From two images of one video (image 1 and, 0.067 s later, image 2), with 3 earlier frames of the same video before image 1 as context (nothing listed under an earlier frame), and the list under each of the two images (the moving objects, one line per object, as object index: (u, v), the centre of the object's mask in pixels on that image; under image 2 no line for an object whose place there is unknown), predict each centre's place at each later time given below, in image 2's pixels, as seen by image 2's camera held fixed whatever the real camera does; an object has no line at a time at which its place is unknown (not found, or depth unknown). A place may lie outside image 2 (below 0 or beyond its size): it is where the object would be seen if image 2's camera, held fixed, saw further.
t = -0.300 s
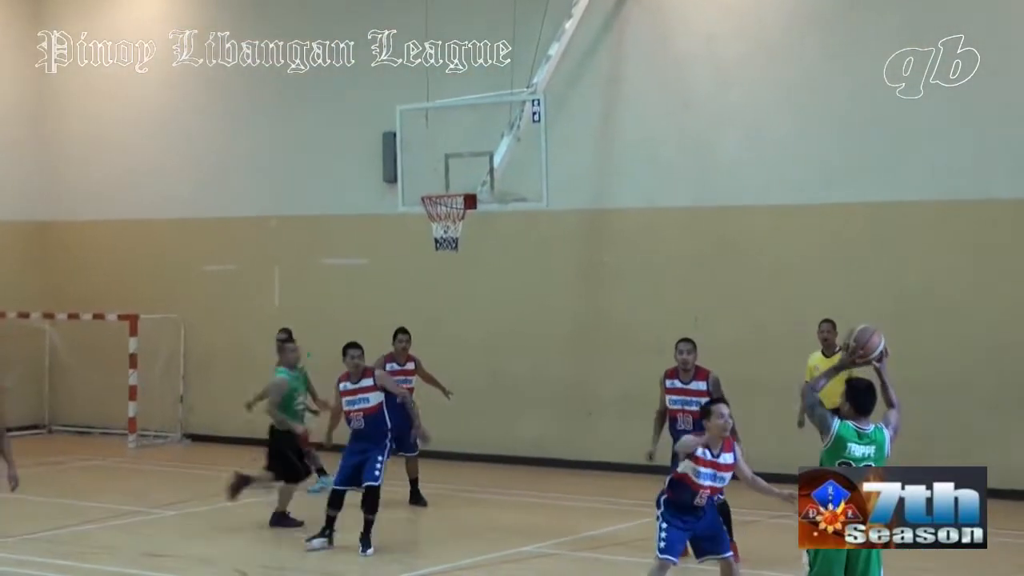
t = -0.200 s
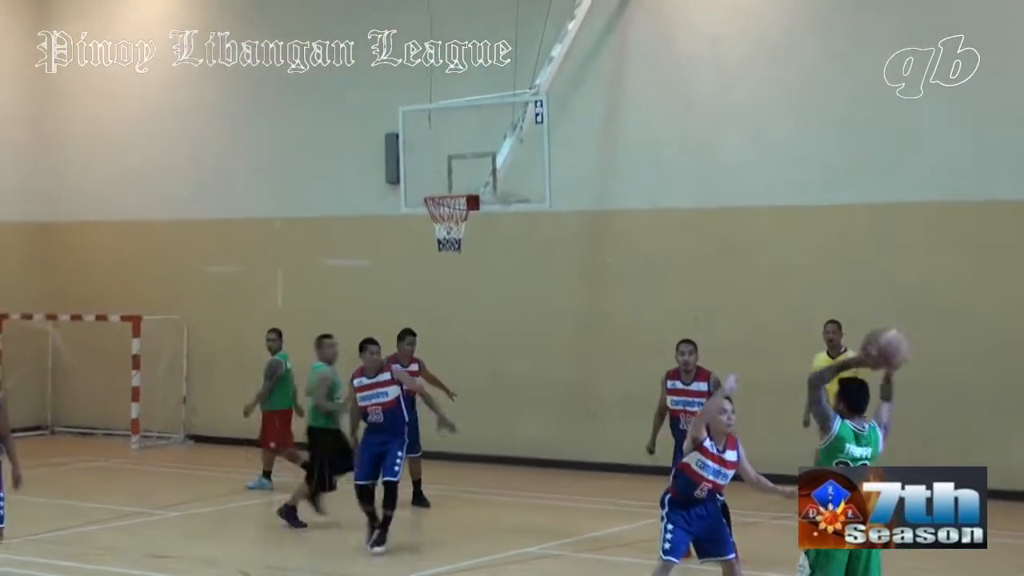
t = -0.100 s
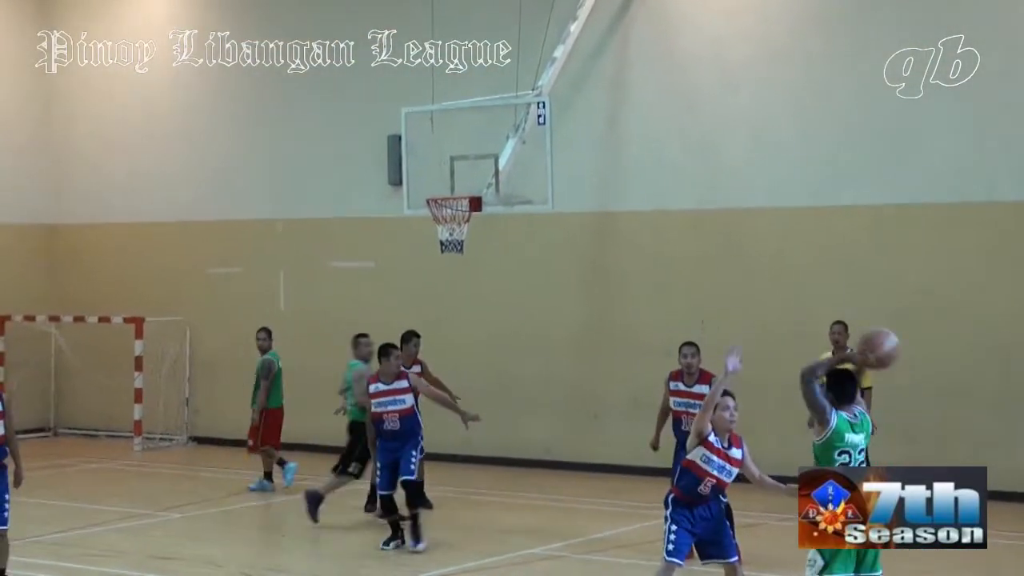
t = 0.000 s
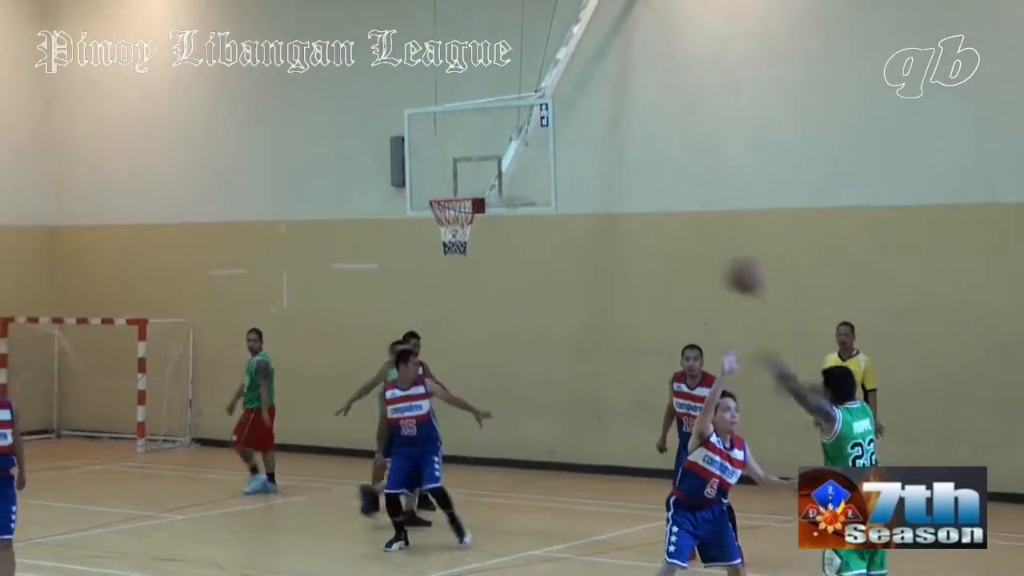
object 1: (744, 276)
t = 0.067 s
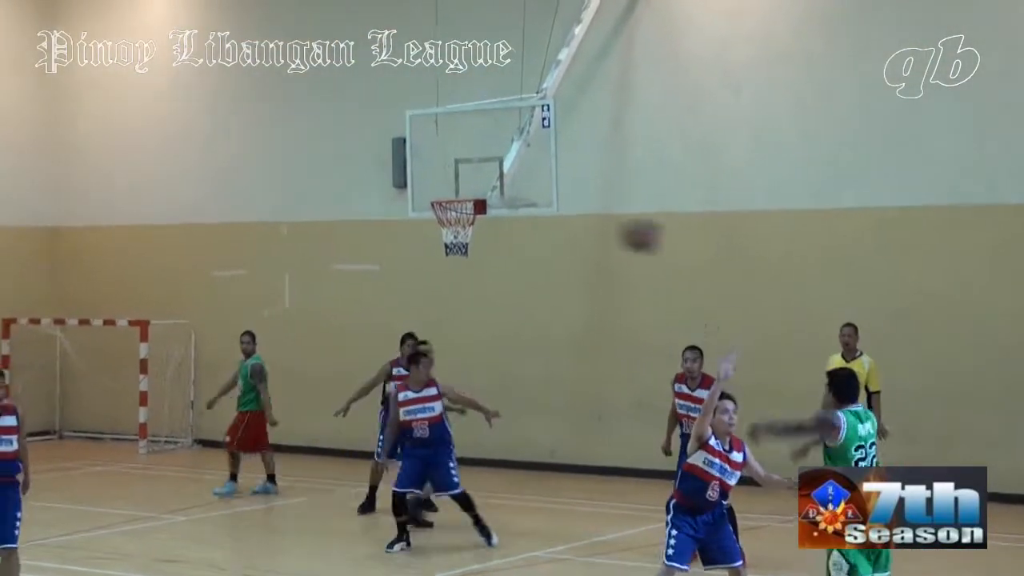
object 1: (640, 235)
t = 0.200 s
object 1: (448, 180)
